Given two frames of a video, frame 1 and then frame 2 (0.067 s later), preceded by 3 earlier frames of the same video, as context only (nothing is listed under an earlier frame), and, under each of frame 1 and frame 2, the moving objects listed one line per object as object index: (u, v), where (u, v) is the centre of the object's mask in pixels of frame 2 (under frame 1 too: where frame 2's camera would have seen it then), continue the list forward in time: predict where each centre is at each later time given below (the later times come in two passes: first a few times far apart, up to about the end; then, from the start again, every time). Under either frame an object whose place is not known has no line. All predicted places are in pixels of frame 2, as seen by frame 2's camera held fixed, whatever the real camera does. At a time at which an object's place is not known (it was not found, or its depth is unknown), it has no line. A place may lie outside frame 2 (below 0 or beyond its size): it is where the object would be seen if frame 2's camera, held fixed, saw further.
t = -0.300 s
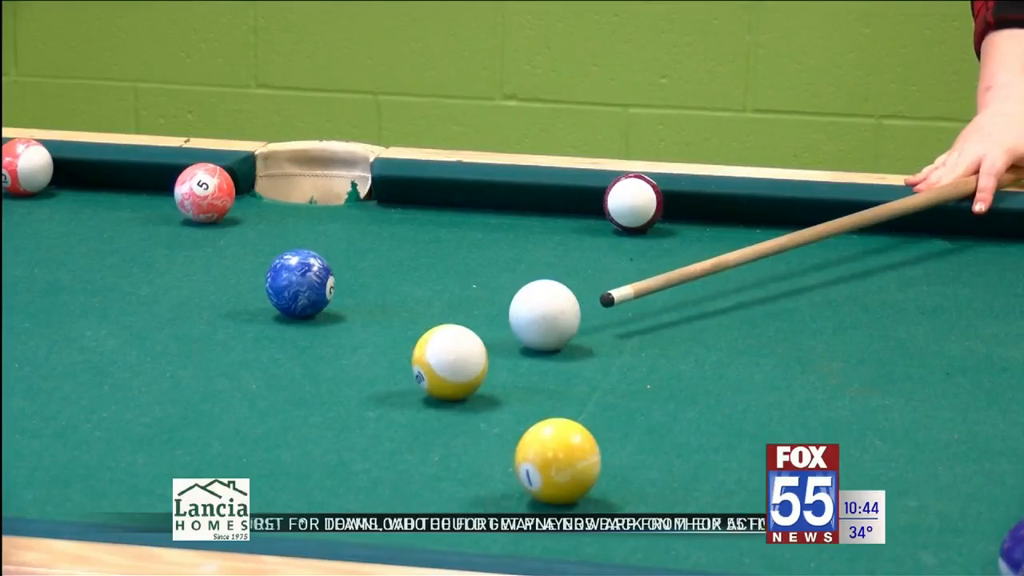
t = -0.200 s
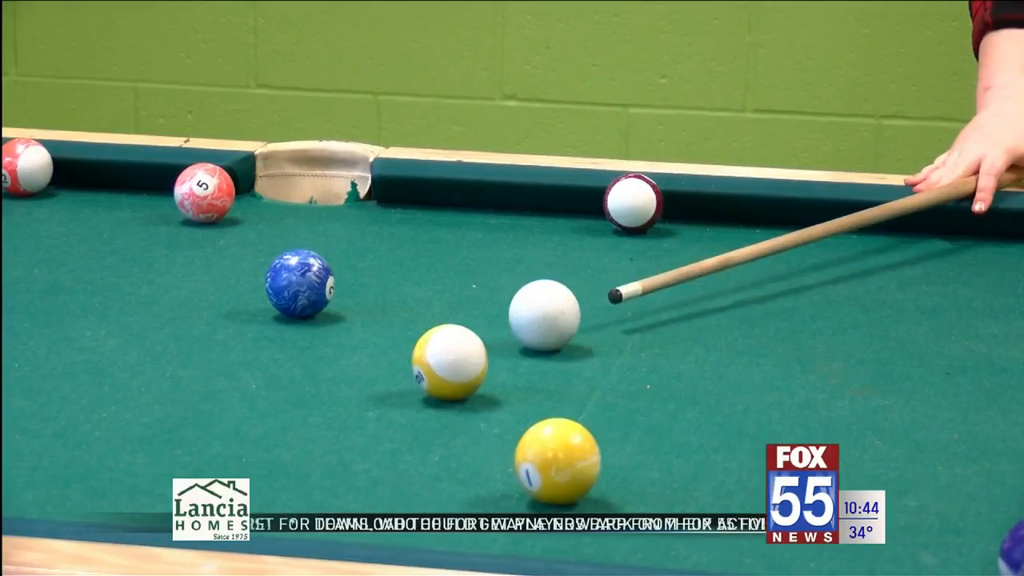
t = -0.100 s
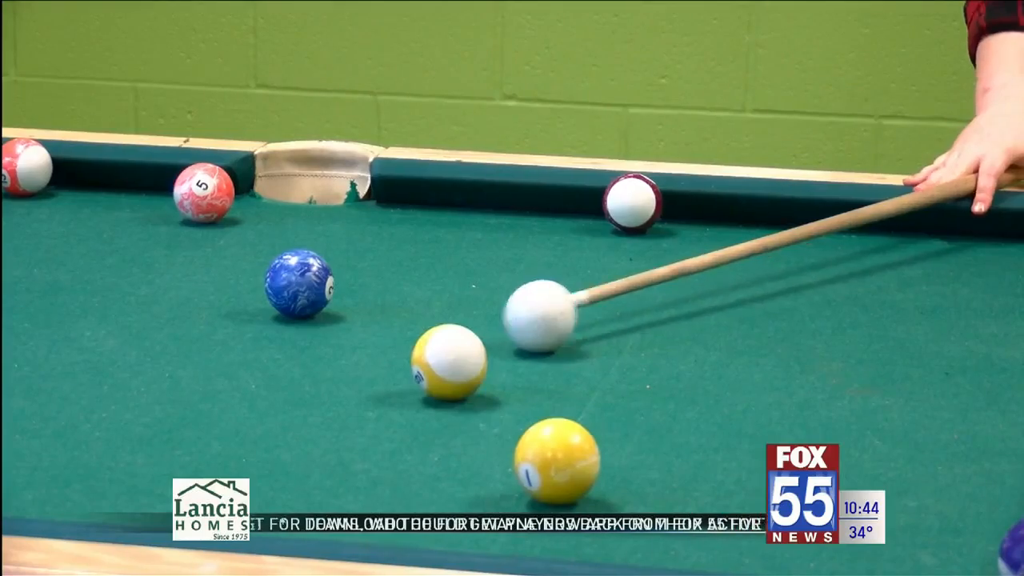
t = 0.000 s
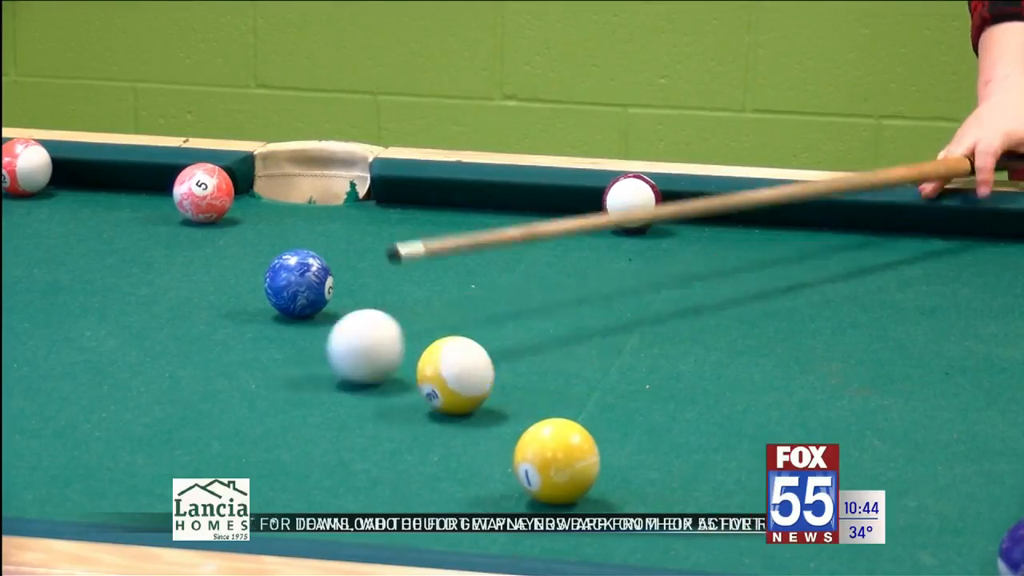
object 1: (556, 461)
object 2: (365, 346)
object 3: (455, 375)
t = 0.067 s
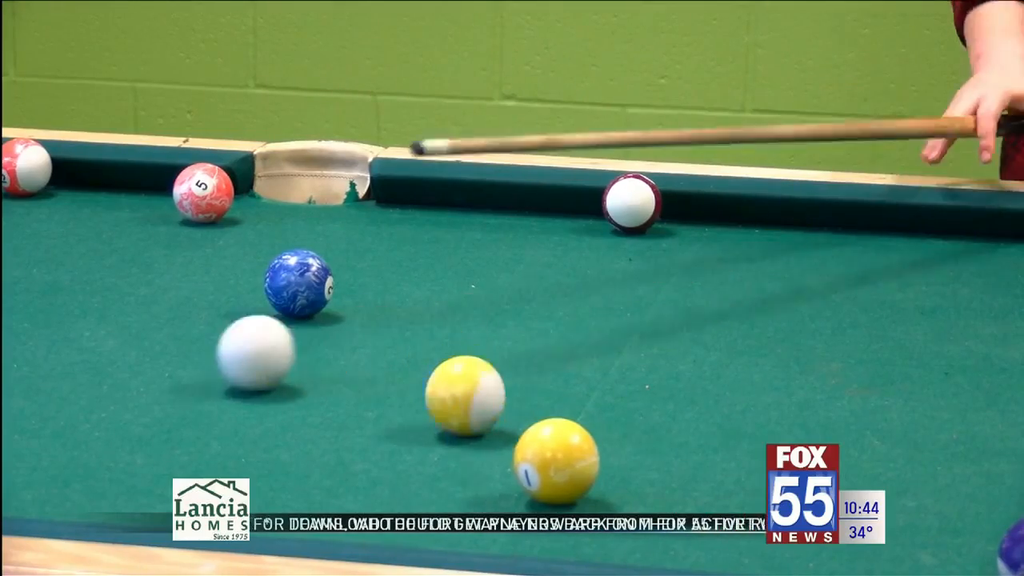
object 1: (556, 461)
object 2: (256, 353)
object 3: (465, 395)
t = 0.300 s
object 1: (583, 468)
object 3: (469, 454)
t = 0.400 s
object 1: (620, 476)
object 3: (438, 471)
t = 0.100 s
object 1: (556, 461)
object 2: (204, 356)
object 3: (470, 404)
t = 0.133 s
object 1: (556, 461)
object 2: (152, 359)
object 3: (474, 414)
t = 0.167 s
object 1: (556, 461)
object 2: (100, 362)
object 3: (478, 423)
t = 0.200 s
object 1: (556, 461)
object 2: (48, 365)
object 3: (482, 432)
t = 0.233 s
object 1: (556, 461)
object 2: (16, 367)
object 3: (484, 441)
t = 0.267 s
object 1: (568, 464)
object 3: (480, 448)
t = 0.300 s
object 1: (583, 468)
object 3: (469, 454)
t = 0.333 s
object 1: (596, 471)
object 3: (459, 460)
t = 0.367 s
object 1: (608, 473)
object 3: (448, 466)
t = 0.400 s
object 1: (620, 476)
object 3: (438, 471)
